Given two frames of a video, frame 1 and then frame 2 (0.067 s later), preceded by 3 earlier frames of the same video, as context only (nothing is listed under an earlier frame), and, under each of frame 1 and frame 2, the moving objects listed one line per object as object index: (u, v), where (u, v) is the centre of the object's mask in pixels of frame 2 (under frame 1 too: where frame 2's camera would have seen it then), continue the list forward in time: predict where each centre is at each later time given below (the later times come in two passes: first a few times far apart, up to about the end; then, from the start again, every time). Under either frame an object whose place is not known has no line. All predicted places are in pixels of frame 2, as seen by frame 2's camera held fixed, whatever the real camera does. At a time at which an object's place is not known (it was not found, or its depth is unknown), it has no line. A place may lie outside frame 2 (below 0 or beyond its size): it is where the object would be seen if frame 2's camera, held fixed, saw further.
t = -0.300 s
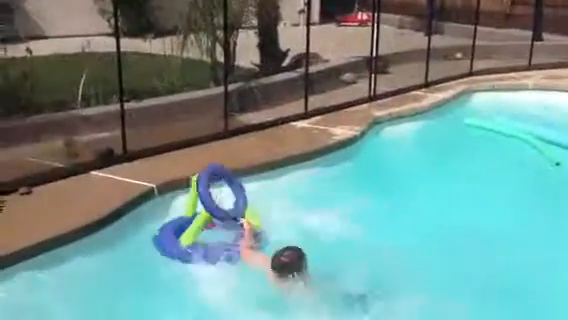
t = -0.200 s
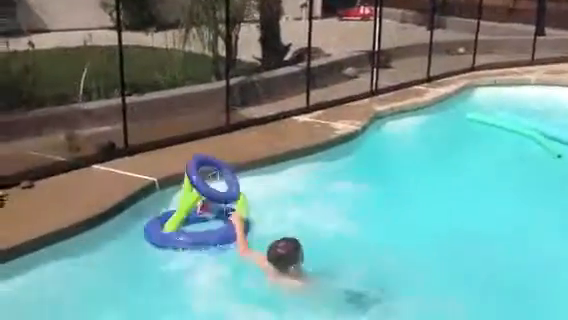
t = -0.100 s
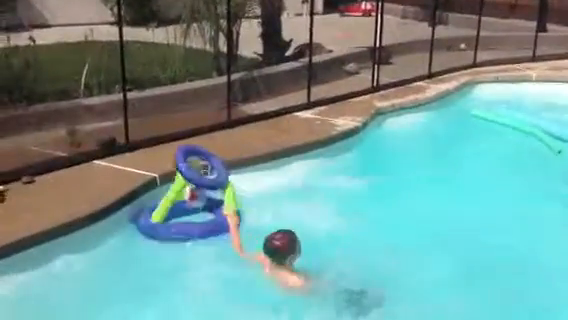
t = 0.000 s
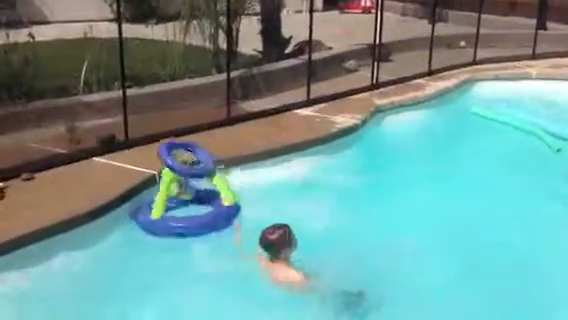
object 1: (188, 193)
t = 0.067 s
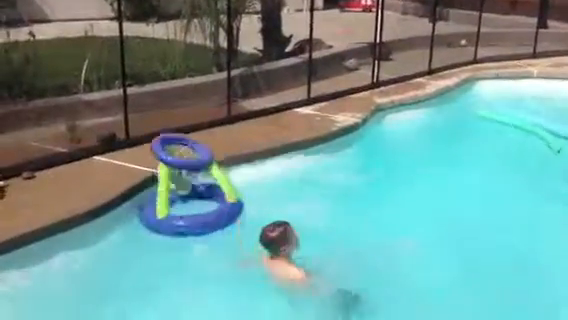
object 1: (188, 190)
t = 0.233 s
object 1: (192, 185)
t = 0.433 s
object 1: (197, 187)
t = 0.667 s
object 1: (198, 189)
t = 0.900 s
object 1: (194, 190)
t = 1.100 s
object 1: (192, 192)
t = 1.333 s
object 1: (192, 193)
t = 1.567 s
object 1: (191, 192)
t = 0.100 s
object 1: (188, 189)
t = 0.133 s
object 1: (189, 188)
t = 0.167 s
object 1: (189, 187)
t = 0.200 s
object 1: (190, 185)
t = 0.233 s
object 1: (192, 185)
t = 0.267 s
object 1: (193, 185)
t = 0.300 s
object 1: (195, 184)
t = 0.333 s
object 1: (196, 185)
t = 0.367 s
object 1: (196, 186)
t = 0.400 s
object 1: (197, 186)
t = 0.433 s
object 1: (197, 187)
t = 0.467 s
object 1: (197, 187)
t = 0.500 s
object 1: (197, 188)
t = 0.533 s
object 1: (198, 189)
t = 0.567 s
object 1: (198, 189)
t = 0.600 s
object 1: (198, 189)
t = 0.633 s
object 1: (198, 189)
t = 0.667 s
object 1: (198, 189)
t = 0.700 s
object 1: (198, 189)
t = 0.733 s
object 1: (197, 189)
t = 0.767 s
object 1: (197, 190)
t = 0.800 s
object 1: (196, 190)
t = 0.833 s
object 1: (195, 190)
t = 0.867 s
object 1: (195, 190)
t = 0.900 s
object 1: (194, 190)
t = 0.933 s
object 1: (194, 191)
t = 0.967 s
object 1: (193, 191)
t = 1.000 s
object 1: (193, 192)
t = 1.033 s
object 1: (193, 192)
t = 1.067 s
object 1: (193, 192)
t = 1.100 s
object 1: (192, 192)
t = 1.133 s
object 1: (192, 193)
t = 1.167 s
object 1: (192, 193)
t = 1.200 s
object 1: (192, 193)
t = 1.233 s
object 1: (192, 193)
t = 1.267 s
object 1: (192, 193)
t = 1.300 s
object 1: (192, 193)
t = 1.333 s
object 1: (192, 193)
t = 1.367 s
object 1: (192, 193)
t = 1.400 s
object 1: (192, 193)
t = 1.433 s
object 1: (192, 192)
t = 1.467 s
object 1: (192, 192)
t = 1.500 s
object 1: (192, 192)
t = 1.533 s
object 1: (192, 192)
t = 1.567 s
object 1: (191, 192)
